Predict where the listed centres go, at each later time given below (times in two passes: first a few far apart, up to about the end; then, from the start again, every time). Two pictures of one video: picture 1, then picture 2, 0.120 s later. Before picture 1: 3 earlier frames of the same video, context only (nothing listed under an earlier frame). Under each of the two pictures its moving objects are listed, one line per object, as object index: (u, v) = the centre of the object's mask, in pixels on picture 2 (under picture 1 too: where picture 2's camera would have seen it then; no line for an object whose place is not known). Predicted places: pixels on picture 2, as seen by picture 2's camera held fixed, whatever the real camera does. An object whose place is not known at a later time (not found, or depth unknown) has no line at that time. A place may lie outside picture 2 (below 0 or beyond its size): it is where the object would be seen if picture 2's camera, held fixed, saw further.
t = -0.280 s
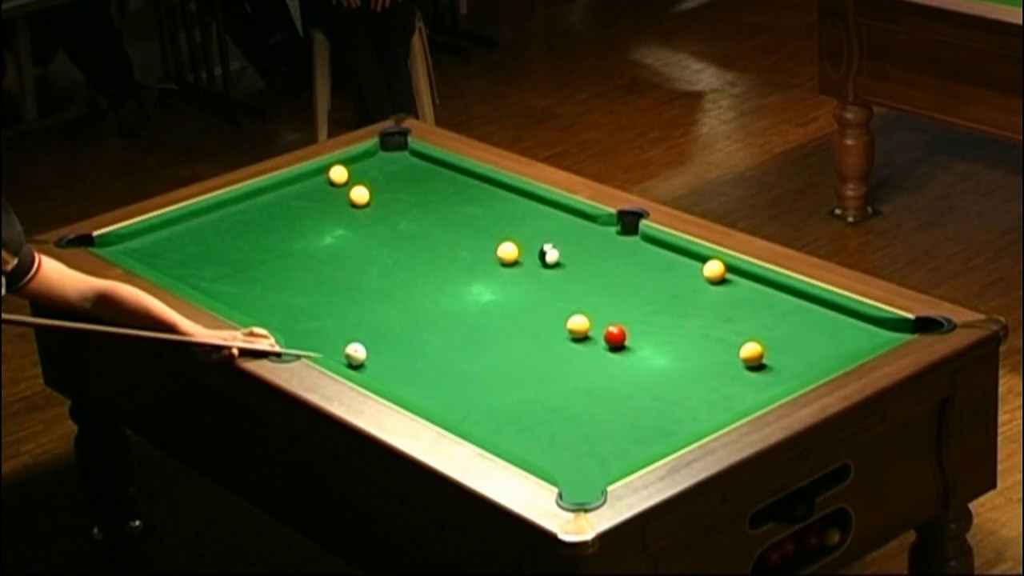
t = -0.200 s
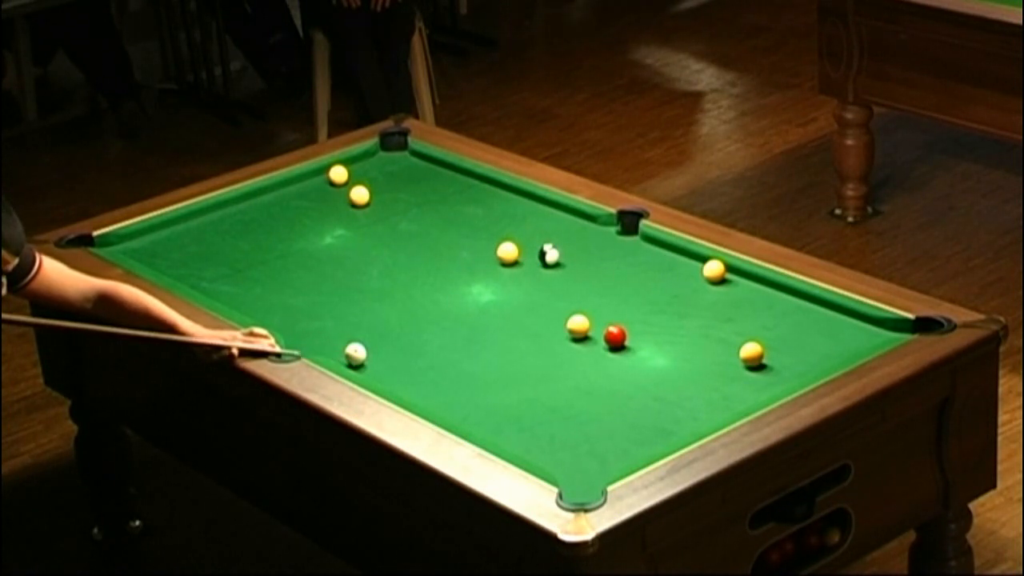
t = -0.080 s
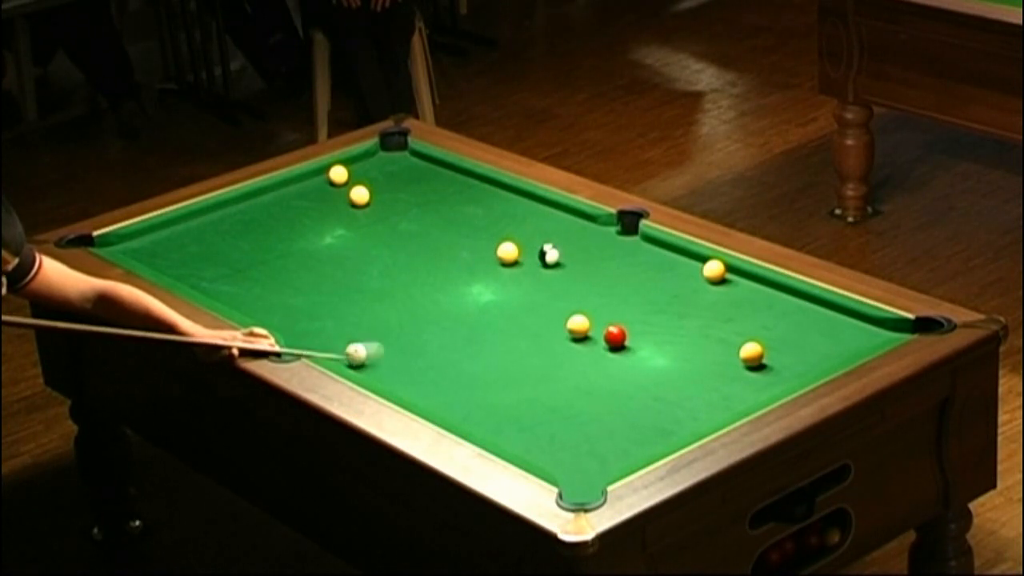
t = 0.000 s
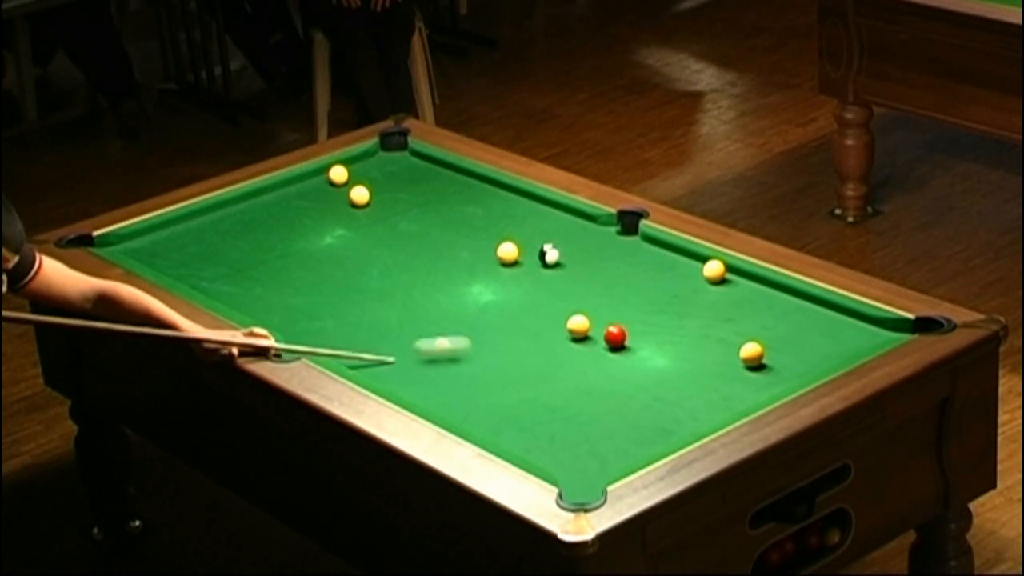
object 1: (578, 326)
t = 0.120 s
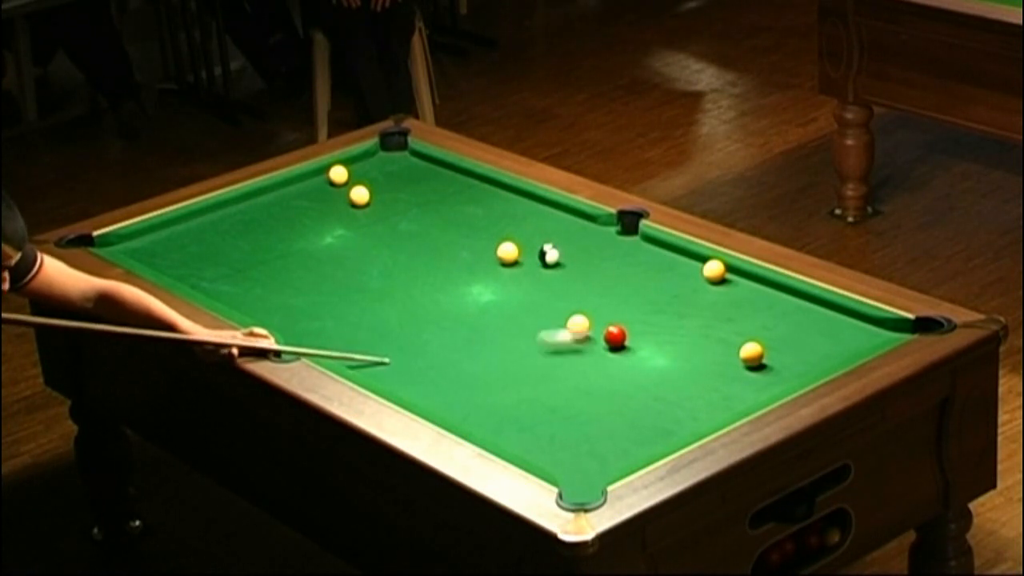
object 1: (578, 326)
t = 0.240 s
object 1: (576, 322)
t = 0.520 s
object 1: (574, 321)
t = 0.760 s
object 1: (571, 318)
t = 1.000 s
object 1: (569, 317)
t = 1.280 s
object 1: (567, 316)
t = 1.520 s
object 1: (567, 316)
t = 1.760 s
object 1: (567, 316)
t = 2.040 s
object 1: (567, 316)
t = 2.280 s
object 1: (567, 316)
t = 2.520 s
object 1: (567, 316)
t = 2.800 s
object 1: (567, 316)
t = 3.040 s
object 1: (567, 316)
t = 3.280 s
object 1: (567, 316)
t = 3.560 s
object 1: (567, 316)
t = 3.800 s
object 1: (567, 316)
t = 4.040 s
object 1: (567, 316)
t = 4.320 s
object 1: (567, 316)
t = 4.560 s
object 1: (567, 316)
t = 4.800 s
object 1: (567, 316)
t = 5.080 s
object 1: (567, 316)
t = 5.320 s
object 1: (567, 316)
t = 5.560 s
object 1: (567, 316)
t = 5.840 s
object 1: (567, 316)
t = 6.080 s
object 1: (567, 316)
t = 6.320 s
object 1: (567, 316)
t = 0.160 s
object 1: (576, 324)
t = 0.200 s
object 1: (576, 324)
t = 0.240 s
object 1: (576, 322)
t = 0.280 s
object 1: (576, 321)
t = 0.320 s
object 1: (576, 320)
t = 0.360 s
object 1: (576, 320)
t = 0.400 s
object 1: (576, 321)
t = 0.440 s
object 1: (575, 321)
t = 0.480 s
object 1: (574, 321)
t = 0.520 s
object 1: (574, 321)
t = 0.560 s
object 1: (573, 320)
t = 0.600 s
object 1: (572, 320)
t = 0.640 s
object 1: (572, 319)
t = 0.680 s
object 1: (571, 319)
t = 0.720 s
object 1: (571, 319)
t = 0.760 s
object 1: (571, 318)
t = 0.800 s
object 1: (570, 318)
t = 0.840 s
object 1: (570, 318)
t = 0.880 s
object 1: (569, 317)
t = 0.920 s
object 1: (569, 317)
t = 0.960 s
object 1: (569, 317)
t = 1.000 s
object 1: (569, 317)
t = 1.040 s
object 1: (568, 316)
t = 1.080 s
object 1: (568, 316)
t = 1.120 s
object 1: (568, 316)
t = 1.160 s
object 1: (567, 316)
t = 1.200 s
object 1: (567, 316)
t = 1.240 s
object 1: (567, 316)
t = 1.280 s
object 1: (567, 316)
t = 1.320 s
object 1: (567, 316)
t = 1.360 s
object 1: (567, 316)
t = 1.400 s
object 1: (567, 316)
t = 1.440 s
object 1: (567, 316)
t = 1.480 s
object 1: (567, 316)
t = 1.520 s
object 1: (567, 316)
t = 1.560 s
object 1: (567, 316)
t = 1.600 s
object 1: (567, 316)
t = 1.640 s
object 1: (567, 316)
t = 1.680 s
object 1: (567, 316)
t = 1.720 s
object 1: (567, 316)
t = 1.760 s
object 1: (567, 316)
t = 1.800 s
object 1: (567, 316)
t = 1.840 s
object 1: (567, 316)
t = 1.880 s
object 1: (567, 316)
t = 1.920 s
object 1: (567, 316)
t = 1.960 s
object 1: (567, 316)
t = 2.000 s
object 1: (567, 316)
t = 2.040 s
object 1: (567, 316)
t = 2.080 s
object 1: (567, 316)
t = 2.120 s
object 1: (567, 316)
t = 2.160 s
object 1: (567, 316)
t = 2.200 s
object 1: (567, 316)
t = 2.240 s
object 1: (567, 316)
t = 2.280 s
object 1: (567, 316)
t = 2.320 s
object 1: (567, 316)
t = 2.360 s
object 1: (567, 316)
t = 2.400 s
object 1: (567, 316)
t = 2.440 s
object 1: (567, 316)
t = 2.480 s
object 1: (567, 316)
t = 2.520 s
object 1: (567, 316)
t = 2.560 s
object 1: (567, 316)
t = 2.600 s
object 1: (567, 316)
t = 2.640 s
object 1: (567, 316)
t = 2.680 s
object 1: (567, 316)
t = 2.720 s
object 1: (567, 316)
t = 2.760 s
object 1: (567, 316)
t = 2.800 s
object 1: (567, 316)
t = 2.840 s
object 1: (567, 316)
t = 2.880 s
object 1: (567, 316)
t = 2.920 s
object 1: (567, 316)
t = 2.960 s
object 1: (567, 316)
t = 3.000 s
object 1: (567, 316)
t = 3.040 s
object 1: (567, 316)
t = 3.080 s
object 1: (567, 316)
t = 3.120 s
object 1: (567, 316)
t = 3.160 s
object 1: (567, 316)
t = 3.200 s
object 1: (567, 316)
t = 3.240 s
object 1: (567, 316)
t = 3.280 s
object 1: (567, 316)
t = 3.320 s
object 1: (567, 316)
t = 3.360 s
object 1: (567, 316)
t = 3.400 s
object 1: (567, 316)
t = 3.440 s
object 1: (567, 316)
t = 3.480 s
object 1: (567, 316)
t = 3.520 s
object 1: (567, 316)
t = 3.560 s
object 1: (567, 316)
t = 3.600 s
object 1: (567, 316)
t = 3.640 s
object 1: (567, 316)
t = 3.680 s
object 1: (567, 316)
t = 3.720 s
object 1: (567, 316)
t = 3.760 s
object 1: (567, 316)
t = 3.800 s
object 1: (567, 316)
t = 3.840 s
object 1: (567, 316)
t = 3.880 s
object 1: (567, 316)
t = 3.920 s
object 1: (567, 316)
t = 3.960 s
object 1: (567, 316)
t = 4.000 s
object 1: (567, 316)
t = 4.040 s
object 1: (567, 316)
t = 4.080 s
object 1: (567, 316)
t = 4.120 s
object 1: (567, 316)
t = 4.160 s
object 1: (567, 316)
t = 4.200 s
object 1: (567, 316)
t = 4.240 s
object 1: (567, 316)
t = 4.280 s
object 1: (567, 316)
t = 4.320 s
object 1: (567, 316)
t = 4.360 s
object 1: (567, 316)
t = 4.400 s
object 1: (567, 316)
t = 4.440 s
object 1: (567, 316)
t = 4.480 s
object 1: (567, 316)
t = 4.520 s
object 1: (567, 316)
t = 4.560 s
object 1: (567, 316)
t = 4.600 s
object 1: (567, 316)
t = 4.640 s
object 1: (567, 316)
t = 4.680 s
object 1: (567, 316)
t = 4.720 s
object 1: (567, 316)
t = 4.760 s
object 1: (567, 316)
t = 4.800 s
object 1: (567, 316)
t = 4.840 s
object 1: (567, 316)
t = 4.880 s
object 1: (567, 316)
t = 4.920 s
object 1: (567, 316)
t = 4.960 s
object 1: (567, 316)
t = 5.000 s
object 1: (567, 316)
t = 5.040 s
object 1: (567, 316)
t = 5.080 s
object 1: (567, 316)
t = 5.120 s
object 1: (567, 316)
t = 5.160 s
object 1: (567, 316)
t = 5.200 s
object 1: (567, 316)
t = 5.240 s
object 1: (567, 316)
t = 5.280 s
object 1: (567, 316)
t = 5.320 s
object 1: (567, 316)
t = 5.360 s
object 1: (567, 316)
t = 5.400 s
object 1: (567, 316)
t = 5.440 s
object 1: (567, 316)
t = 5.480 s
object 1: (567, 316)
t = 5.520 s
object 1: (567, 316)
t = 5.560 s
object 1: (567, 316)
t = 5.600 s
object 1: (567, 316)
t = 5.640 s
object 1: (567, 316)
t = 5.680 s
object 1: (567, 316)
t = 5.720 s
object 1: (567, 316)
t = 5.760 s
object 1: (567, 316)
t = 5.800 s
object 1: (567, 316)
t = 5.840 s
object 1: (567, 316)
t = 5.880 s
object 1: (567, 316)
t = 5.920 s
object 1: (567, 316)
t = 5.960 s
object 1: (567, 316)
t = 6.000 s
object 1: (567, 316)
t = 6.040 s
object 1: (567, 316)
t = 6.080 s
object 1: (567, 316)
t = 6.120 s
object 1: (567, 316)
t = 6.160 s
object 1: (567, 316)
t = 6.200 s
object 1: (567, 316)
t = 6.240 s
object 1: (567, 316)
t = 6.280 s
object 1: (567, 316)
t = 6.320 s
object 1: (567, 316)
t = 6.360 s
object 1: (567, 316)
